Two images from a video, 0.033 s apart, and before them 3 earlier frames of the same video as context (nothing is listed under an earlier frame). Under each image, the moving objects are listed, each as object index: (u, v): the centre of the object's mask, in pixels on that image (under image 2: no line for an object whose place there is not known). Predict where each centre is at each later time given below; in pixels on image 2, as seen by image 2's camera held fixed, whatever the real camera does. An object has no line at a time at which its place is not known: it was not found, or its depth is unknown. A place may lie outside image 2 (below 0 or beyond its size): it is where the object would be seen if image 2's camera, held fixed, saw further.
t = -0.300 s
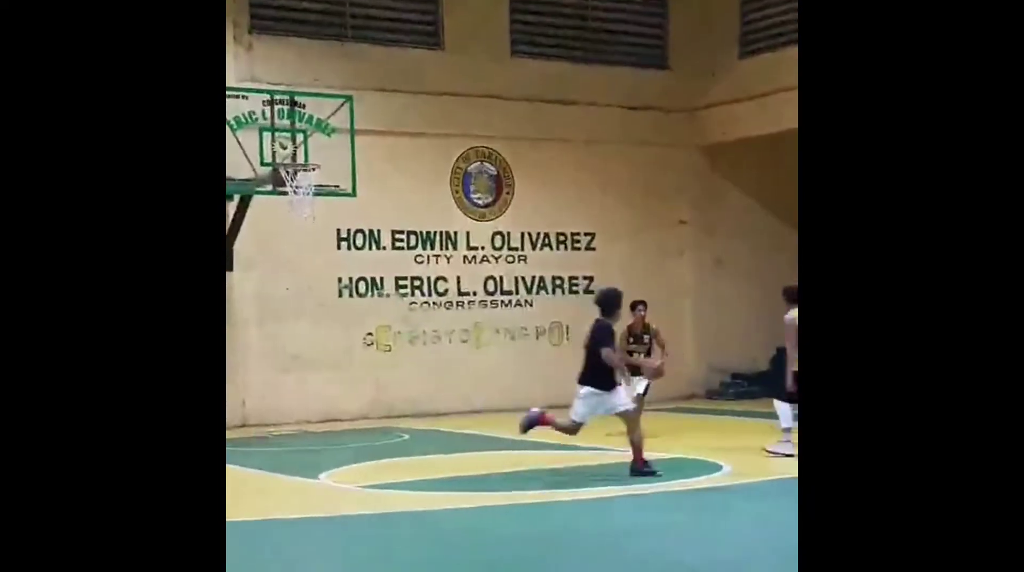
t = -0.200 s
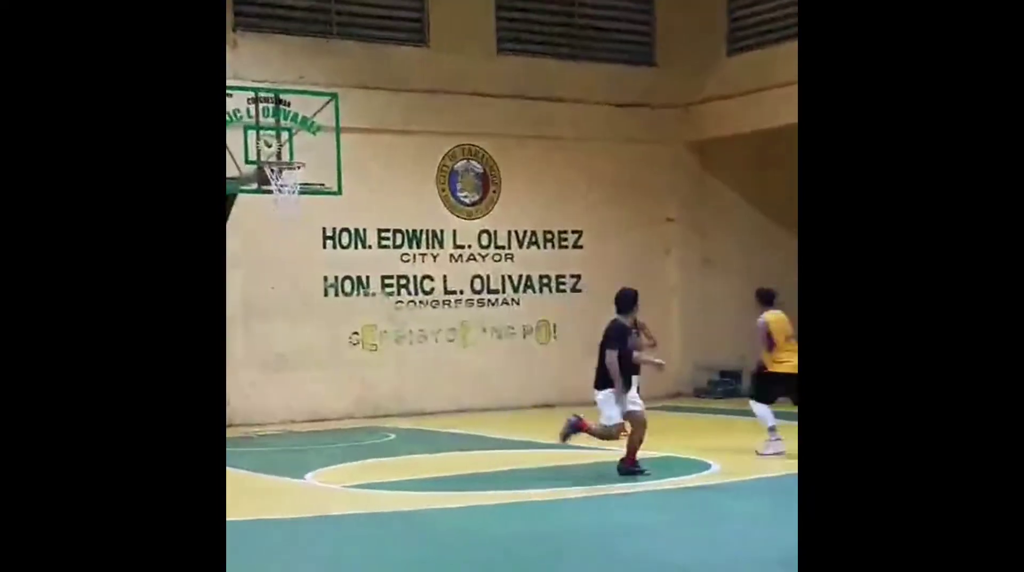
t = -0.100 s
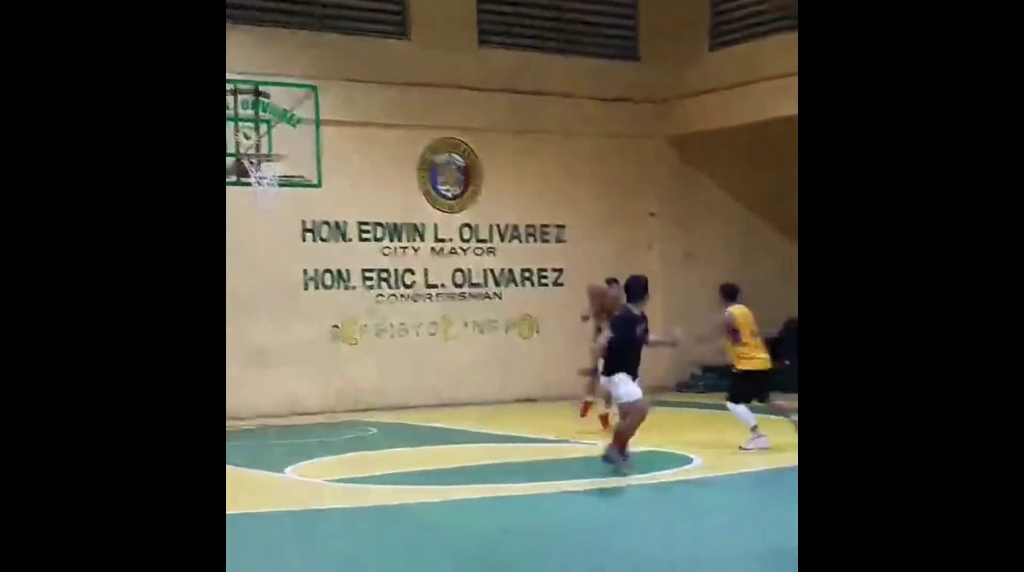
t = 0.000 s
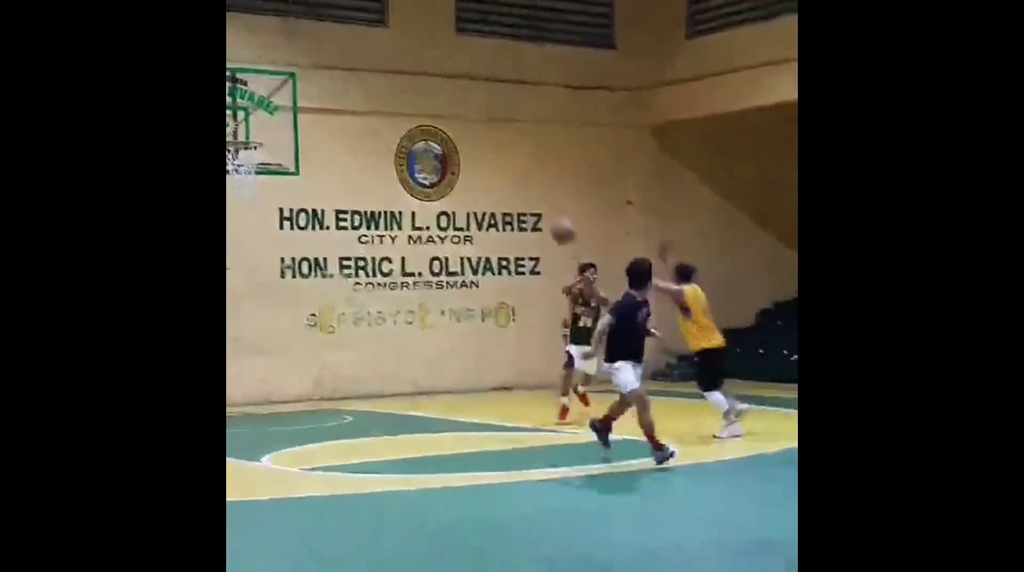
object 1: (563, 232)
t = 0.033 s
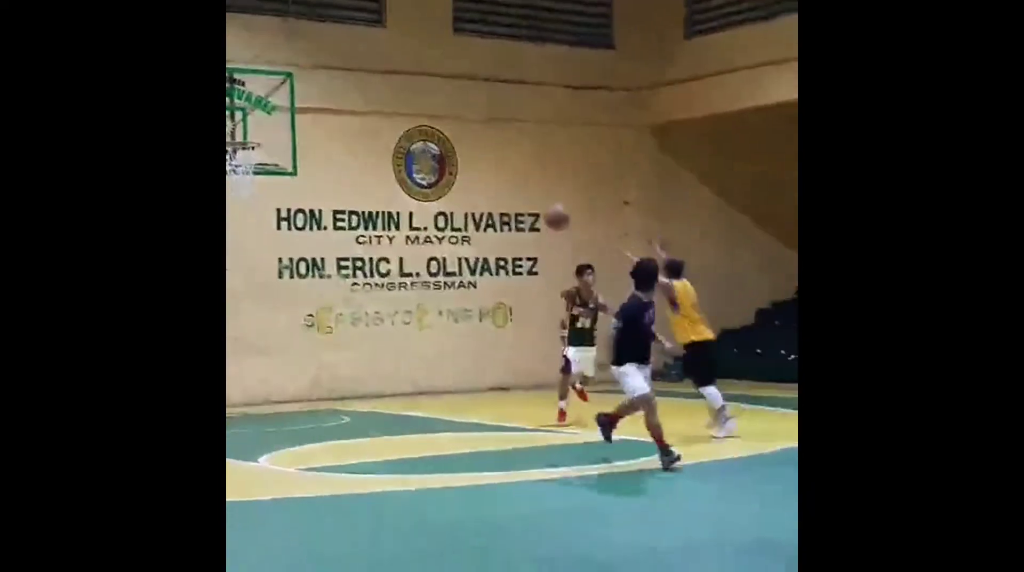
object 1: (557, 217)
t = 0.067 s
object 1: (551, 203)
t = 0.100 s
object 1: (545, 189)
